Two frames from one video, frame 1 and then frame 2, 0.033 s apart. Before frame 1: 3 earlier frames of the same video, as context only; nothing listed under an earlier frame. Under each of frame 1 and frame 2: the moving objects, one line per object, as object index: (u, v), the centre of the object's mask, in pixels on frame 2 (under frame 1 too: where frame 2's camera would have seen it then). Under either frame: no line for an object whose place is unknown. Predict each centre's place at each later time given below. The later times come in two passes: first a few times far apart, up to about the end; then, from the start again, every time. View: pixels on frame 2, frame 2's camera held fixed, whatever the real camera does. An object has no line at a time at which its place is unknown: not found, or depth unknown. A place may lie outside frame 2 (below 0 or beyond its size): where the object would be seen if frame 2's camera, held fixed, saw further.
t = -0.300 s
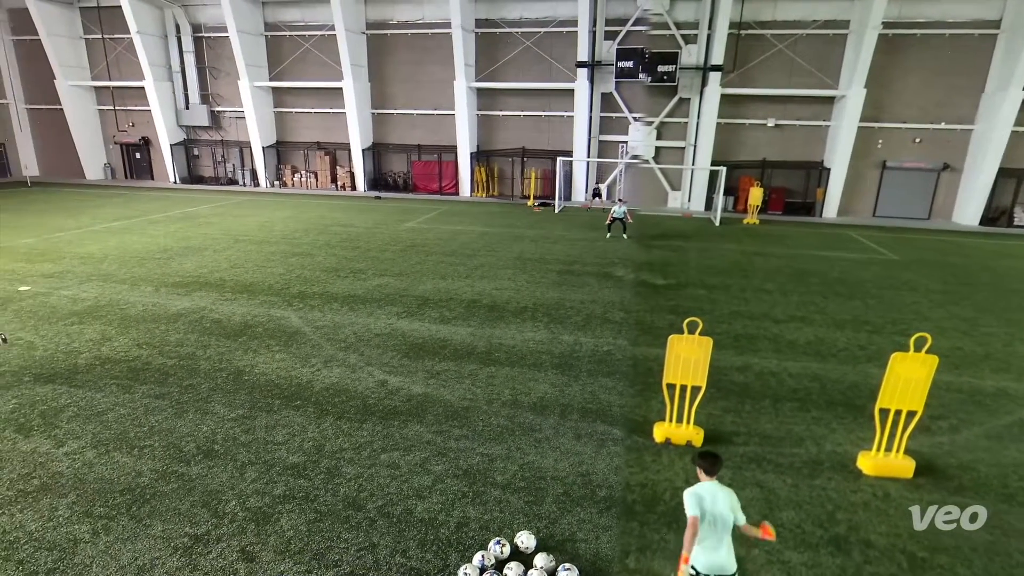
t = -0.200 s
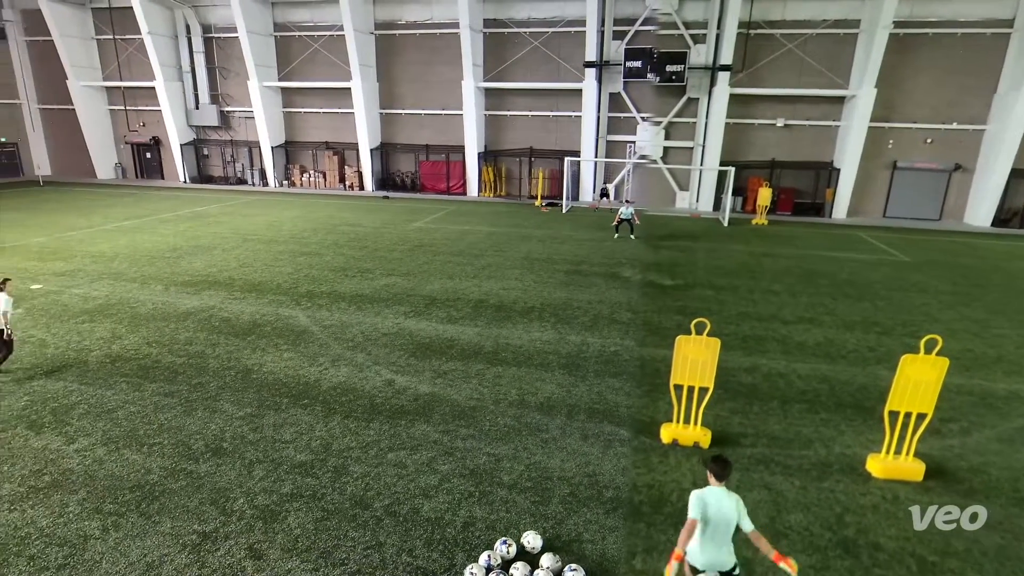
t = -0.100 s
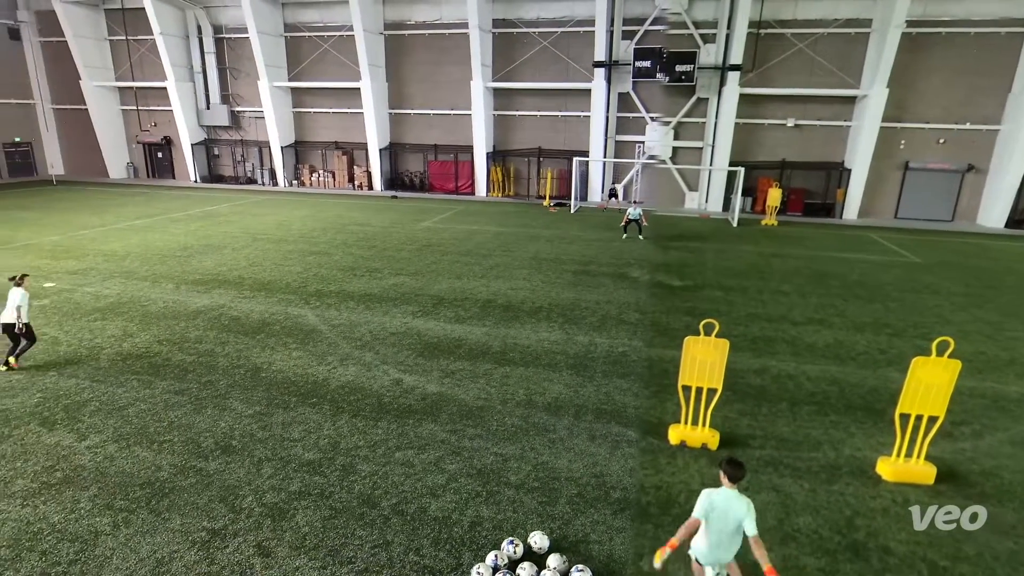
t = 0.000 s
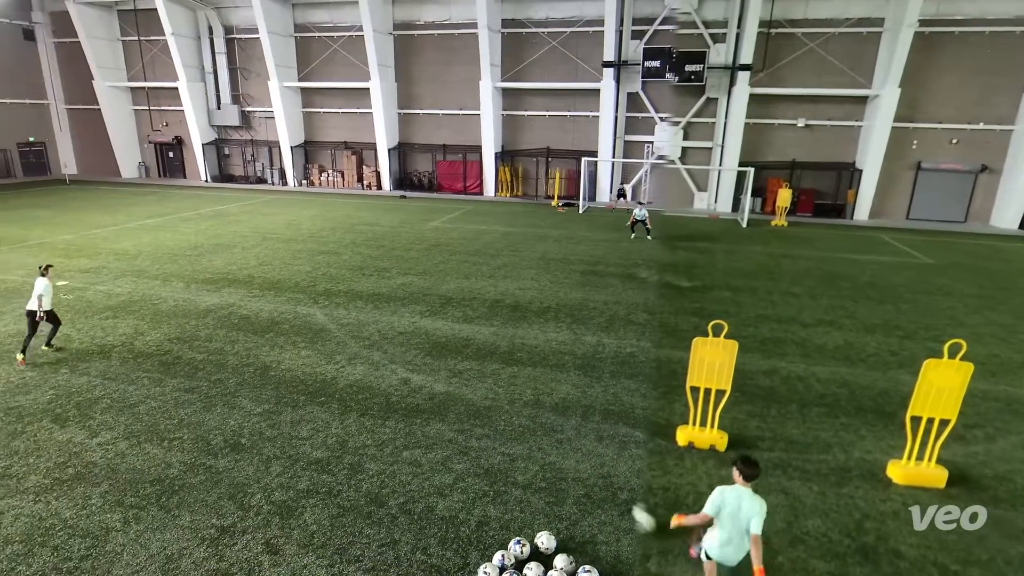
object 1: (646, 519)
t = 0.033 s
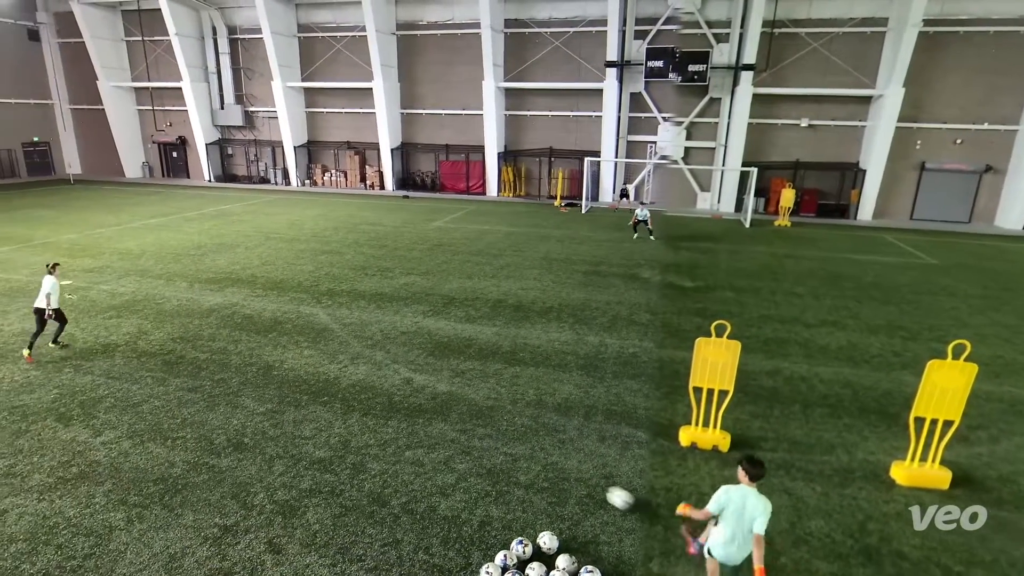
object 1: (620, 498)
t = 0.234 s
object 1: (495, 424)
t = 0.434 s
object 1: (421, 380)
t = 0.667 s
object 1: (366, 347)
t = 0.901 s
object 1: (327, 324)
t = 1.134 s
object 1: (297, 307)
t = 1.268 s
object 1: (282, 297)
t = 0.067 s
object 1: (593, 483)
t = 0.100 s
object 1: (570, 469)
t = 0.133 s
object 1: (549, 456)
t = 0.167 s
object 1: (529, 445)
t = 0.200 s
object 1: (512, 434)
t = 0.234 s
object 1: (495, 424)
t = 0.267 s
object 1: (480, 416)
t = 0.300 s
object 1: (467, 407)
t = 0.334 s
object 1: (453, 400)
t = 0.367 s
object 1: (442, 393)
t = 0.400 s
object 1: (431, 386)
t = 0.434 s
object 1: (421, 380)
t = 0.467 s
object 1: (411, 374)
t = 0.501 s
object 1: (402, 368)
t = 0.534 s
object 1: (394, 364)
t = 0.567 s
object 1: (386, 360)
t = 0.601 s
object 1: (379, 355)
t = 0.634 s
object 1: (372, 351)
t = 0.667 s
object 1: (366, 347)
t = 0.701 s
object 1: (360, 343)
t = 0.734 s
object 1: (354, 340)
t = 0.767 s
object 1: (348, 336)
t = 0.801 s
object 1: (343, 333)
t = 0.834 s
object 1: (337, 330)
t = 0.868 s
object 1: (332, 327)
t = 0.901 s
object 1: (327, 324)
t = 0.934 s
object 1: (323, 322)
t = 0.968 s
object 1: (318, 319)
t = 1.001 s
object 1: (314, 316)
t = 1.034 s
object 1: (309, 314)
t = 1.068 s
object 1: (305, 311)
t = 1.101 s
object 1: (302, 309)
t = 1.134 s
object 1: (297, 307)
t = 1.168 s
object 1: (293, 304)
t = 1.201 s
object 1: (290, 301)
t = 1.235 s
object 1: (286, 300)
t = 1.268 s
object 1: (282, 297)
